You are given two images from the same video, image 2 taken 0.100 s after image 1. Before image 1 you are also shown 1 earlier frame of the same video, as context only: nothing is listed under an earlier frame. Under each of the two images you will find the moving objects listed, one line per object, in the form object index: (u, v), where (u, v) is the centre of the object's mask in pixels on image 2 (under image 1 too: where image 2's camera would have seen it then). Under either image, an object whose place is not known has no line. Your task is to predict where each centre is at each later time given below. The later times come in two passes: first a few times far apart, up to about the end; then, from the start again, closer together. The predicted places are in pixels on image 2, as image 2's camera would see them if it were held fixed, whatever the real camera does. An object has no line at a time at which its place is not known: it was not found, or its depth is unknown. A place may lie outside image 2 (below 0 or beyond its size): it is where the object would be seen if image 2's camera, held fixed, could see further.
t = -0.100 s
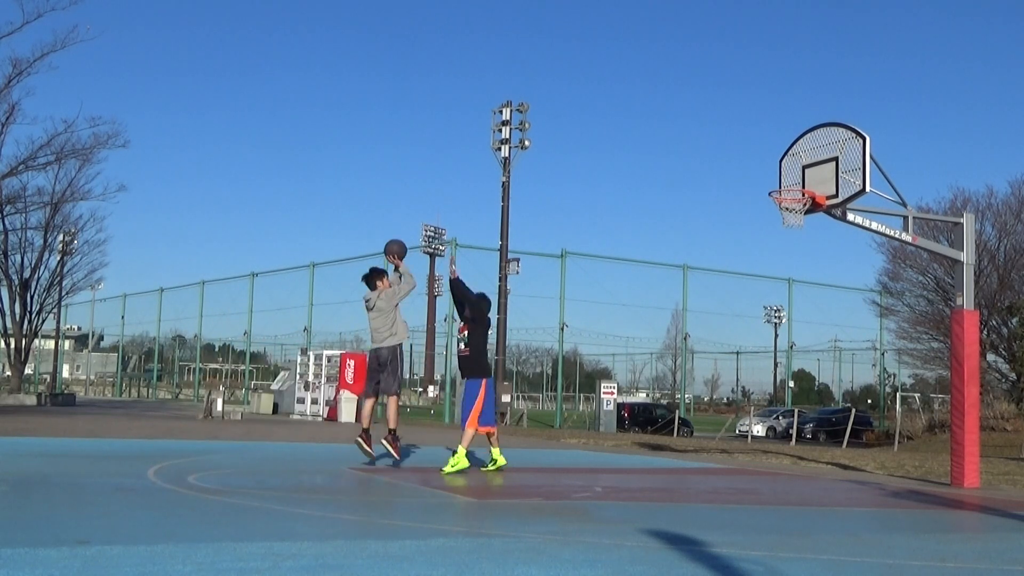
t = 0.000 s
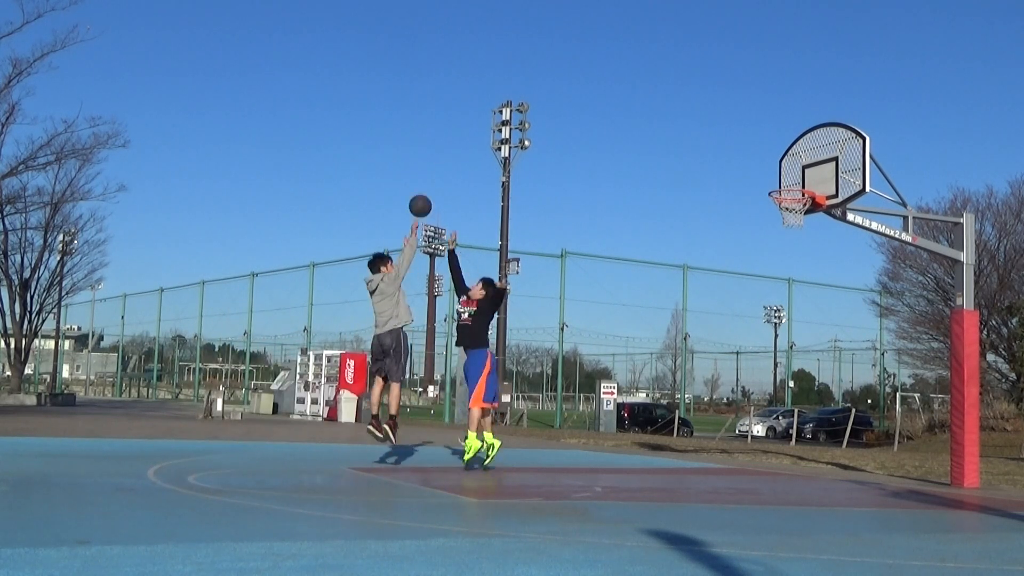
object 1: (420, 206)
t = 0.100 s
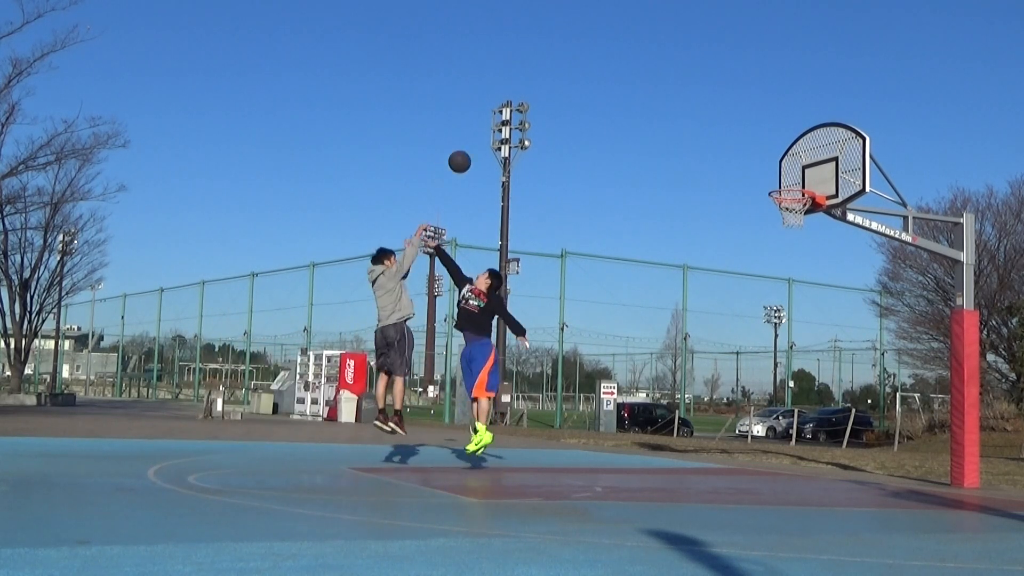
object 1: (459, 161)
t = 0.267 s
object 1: (523, 110)
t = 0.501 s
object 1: (605, 79)
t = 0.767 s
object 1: (695, 103)
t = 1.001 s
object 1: (770, 175)
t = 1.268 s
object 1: (758, 277)
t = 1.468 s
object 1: (720, 393)
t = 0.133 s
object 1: (472, 149)
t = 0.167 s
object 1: (485, 138)
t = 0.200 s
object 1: (498, 127)
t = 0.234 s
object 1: (510, 118)
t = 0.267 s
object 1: (523, 110)
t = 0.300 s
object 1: (535, 102)
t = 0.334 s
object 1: (547, 96)
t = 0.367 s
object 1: (559, 90)
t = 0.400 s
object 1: (571, 86)
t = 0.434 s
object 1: (582, 82)
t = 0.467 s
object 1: (594, 80)
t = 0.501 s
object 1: (605, 79)
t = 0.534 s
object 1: (616, 78)
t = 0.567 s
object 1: (628, 79)
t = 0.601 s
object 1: (639, 80)
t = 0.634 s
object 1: (650, 83)
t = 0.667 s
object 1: (661, 86)
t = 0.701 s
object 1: (672, 91)
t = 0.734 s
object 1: (684, 96)
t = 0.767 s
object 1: (695, 103)
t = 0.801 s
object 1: (706, 110)
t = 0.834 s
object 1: (716, 119)
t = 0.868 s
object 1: (727, 128)
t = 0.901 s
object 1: (738, 138)
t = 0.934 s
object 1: (749, 149)
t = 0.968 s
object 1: (760, 161)
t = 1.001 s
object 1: (770, 175)
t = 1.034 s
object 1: (781, 187)
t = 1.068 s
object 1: (792, 197)
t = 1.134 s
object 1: (781, 226)
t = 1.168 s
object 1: (777, 236)
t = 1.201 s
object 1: (771, 248)
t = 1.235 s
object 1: (764, 262)
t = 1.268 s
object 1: (758, 277)
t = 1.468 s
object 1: (720, 393)
